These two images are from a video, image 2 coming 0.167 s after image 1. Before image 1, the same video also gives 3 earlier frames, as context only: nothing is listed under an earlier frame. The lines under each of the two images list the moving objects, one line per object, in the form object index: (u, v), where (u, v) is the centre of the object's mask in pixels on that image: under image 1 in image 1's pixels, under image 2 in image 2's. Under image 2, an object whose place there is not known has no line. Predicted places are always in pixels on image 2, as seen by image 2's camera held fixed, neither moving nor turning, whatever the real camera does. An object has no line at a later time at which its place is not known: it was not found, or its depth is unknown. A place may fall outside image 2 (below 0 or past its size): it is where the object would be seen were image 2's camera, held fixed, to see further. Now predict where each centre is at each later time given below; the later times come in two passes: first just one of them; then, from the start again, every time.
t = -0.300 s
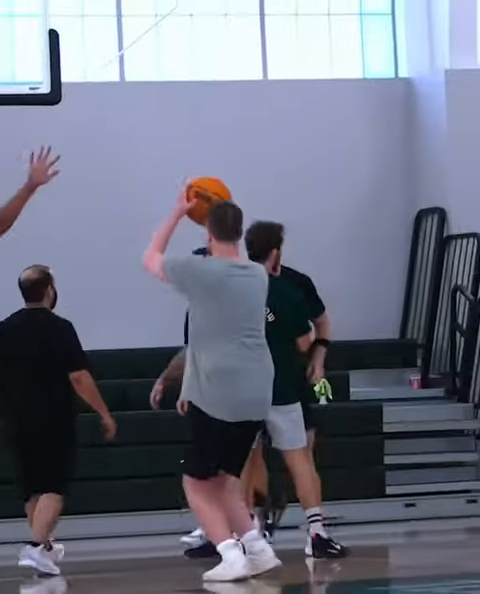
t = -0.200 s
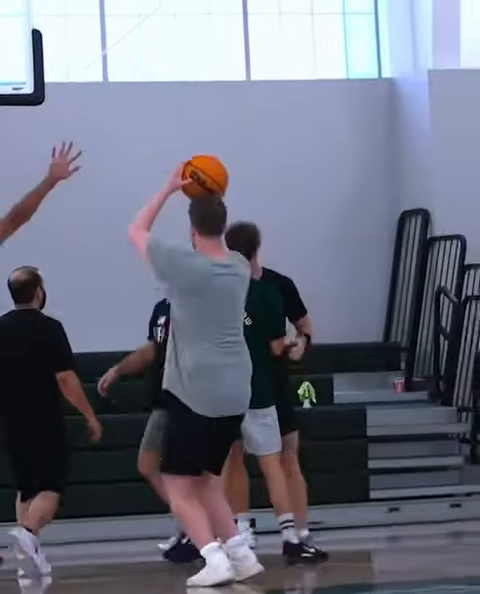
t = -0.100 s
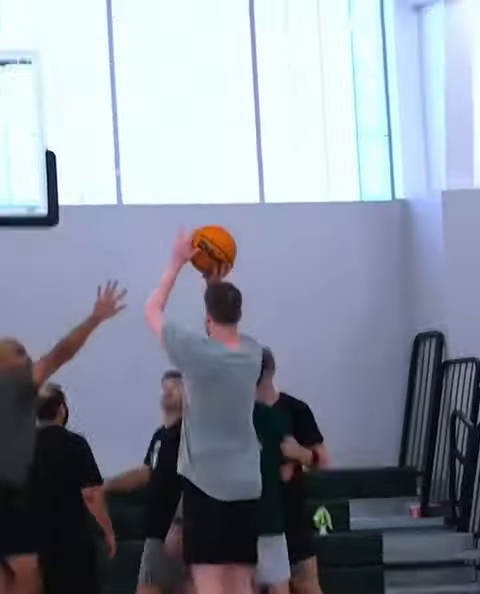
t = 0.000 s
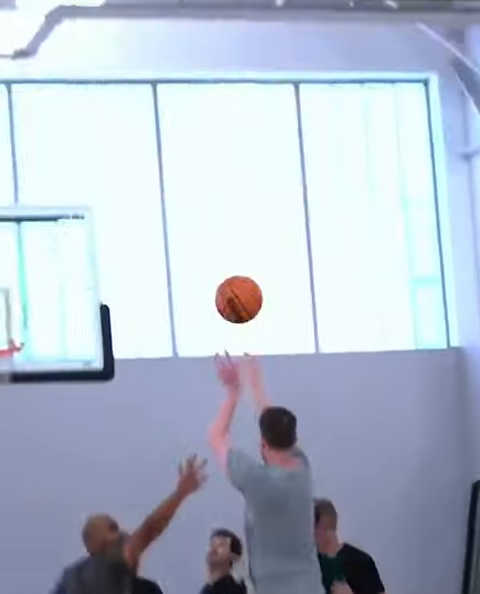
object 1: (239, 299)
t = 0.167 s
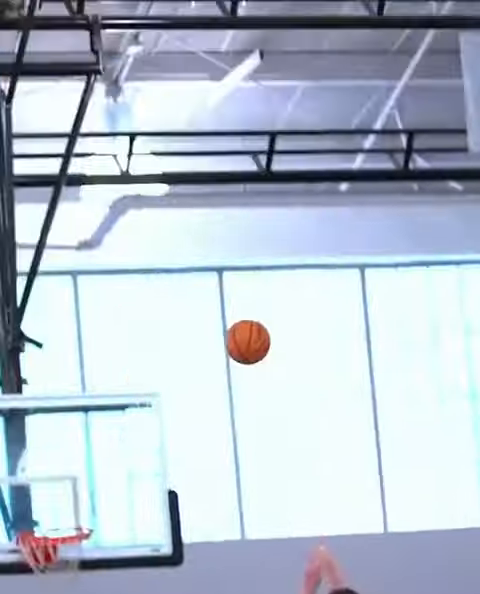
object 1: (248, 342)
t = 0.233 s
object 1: (228, 307)
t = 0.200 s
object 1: (238, 323)
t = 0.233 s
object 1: (228, 307)
